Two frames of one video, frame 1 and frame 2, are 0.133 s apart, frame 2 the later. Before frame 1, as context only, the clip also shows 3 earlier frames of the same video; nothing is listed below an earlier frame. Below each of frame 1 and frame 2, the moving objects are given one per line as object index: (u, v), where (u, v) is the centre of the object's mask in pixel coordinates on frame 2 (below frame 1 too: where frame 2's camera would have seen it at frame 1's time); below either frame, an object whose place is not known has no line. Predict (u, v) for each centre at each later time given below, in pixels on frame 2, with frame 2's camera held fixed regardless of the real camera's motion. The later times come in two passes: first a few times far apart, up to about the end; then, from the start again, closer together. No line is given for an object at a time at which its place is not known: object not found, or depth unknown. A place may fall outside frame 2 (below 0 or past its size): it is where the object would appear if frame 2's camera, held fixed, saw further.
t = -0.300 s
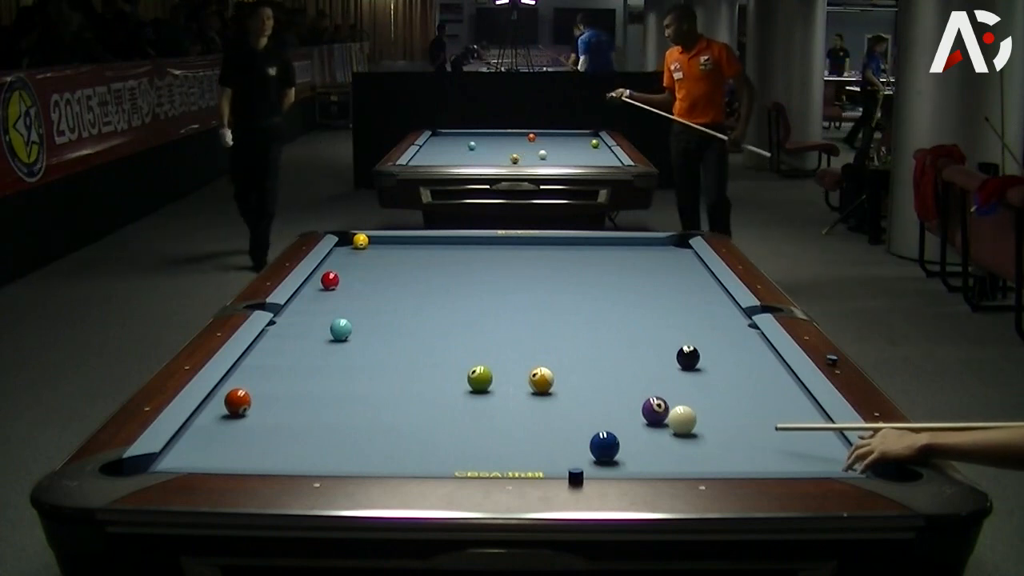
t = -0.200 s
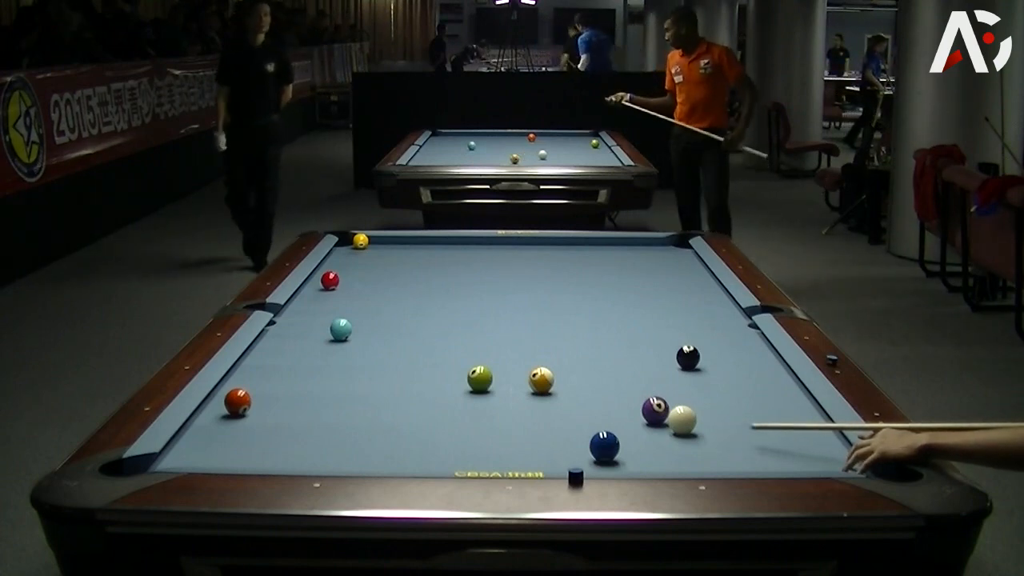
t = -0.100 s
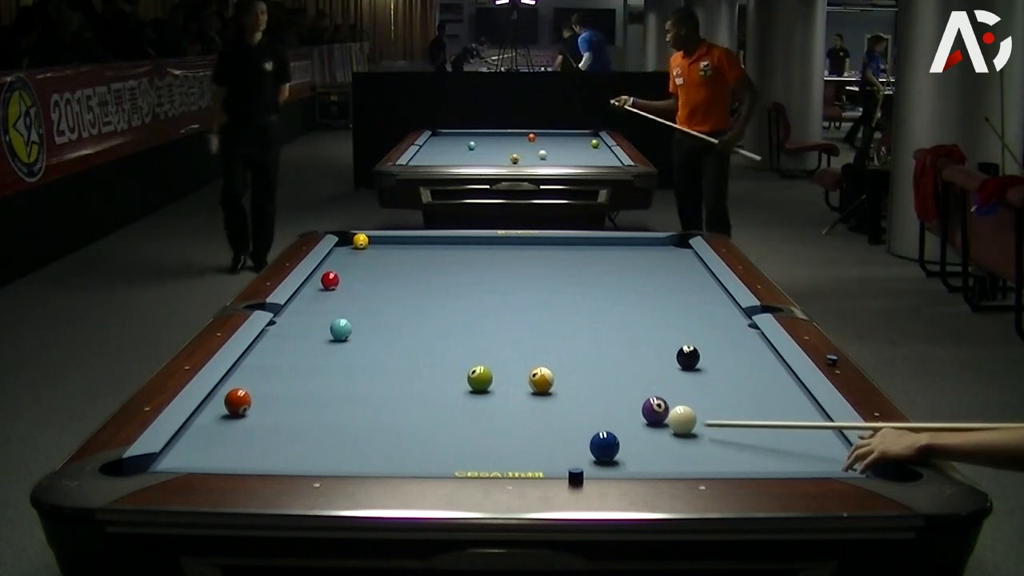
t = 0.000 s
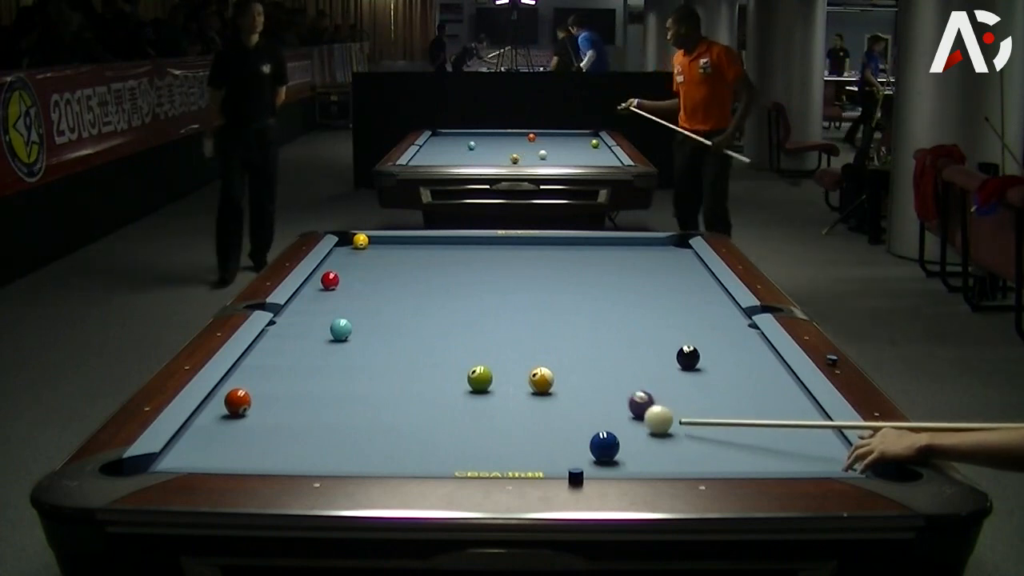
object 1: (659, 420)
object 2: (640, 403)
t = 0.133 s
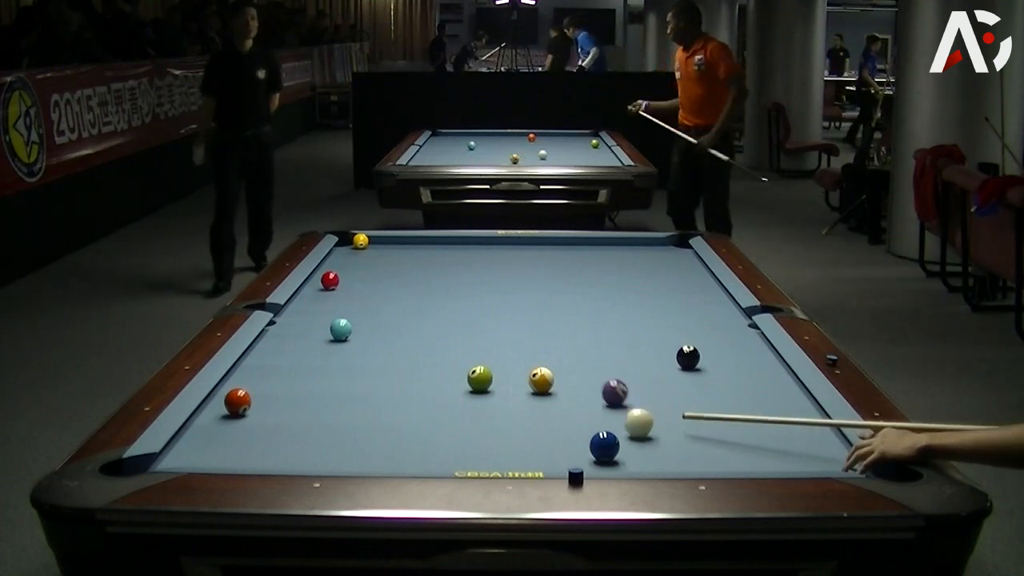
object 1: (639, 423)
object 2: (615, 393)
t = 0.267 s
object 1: (620, 425)
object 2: (592, 383)
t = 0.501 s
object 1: (585, 431)
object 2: (557, 366)
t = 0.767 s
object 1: (549, 439)
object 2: (520, 352)
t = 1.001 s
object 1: (518, 444)
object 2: (492, 340)
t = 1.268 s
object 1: (485, 450)
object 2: (463, 328)
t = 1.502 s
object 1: (457, 454)
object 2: (441, 317)
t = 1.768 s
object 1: (427, 458)
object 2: (418, 307)
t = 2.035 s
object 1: (400, 460)
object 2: (398, 298)
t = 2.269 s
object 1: (377, 462)
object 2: (382, 292)
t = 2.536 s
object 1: (360, 462)
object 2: (365, 284)
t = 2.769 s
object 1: (349, 461)
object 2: (352, 278)
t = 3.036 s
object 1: (340, 460)
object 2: (340, 271)
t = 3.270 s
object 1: (333, 459)
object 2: (329, 265)
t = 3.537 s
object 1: (329, 458)
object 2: (333, 263)
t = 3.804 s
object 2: (342, 259)
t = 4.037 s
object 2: (350, 257)
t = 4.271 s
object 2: (354, 253)
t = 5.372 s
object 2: (381, 244)
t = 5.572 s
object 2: (383, 244)
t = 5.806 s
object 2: (385, 243)
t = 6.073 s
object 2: (387, 242)
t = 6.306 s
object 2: (389, 241)
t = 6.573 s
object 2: (391, 240)
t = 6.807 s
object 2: (391, 240)
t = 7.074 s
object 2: (391, 240)
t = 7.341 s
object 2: (391, 240)
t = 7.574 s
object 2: (391, 240)
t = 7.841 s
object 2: (392, 240)
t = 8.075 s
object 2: (392, 240)
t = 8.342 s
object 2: (392, 240)
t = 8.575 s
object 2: (392, 240)
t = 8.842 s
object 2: (391, 240)
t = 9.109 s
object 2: (391, 240)
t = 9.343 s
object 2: (391, 241)
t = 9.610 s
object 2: (391, 241)
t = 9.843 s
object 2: (391, 241)
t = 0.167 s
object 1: (634, 424)
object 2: (609, 390)
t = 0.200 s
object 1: (629, 425)
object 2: (603, 388)
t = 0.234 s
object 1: (625, 425)
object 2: (598, 385)
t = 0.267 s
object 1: (620, 425)
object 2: (592, 383)
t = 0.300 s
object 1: (616, 425)
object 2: (587, 381)
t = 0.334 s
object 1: (611, 424)
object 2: (581, 379)
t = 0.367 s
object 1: (606, 424)
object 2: (576, 376)
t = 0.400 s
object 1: (600, 425)
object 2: (571, 374)
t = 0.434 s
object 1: (594, 427)
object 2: (566, 372)
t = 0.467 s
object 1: (589, 429)
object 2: (562, 369)
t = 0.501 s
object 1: (585, 431)
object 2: (557, 366)
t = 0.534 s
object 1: (581, 433)
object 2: (553, 364)
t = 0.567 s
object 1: (577, 434)
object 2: (548, 361)
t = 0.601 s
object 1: (572, 434)
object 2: (542, 359)
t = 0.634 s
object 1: (568, 435)
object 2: (537, 358)
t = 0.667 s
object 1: (563, 436)
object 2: (533, 357)
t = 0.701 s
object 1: (559, 437)
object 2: (528, 356)
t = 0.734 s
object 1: (554, 438)
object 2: (524, 354)
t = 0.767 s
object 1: (549, 439)
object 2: (520, 352)
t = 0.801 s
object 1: (545, 439)
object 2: (516, 350)
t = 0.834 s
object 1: (541, 440)
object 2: (512, 348)
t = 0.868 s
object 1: (536, 441)
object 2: (508, 346)
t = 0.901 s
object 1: (531, 442)
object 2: (504, 345)
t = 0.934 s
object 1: (527, 443)
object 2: (500, 343)
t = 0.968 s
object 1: (523, 443)
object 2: (496, 342)
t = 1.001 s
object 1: (518, 444)
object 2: (492, 340)
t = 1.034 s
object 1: (514, 445)
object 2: (488, 338)
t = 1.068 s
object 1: (510, 446)
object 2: (484, 337)
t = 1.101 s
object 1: (505, 447)
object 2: (481, 335)
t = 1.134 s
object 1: (501, 447)
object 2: (477, 333)
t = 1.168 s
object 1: (497, 448)
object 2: (473, 332)
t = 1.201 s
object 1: (493, 449)
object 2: (470, 330)
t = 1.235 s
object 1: (489, 449)
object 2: (467, 329)
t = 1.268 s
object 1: (485, 450)
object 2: (463, 328)
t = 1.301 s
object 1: (480, 451)
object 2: (460, 326)
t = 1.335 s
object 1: (476, 451)
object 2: (457, 324)
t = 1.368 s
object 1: (472, 452)
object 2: (453, 323)
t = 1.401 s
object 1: (468, 453)
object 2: (450, 322)
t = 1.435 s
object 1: (464, 453)
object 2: (447, 320)
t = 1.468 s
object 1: (461, 454)
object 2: (444, 319)
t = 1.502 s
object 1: (457, 454)
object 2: (441, 317)
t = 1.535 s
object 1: (453, 455)
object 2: (438, 316)
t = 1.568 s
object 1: (449, 455)
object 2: (435, 315)
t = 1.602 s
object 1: (445, 456)
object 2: (432, 314)
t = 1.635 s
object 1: (442, 456)
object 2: (429, 312)
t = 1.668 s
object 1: (438, 457)
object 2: (426, 311)
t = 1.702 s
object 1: (434, 457)
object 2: (423, 310)
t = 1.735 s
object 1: (431, 457)
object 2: (421, 309)
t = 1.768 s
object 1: (427, 458)
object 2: (418, 307)
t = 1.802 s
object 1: (424, 458)
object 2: (415, 306)
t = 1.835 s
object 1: (420, 458)
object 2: (413, 305)
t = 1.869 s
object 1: (416, 459)
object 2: (410, 304)
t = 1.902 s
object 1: (413, 459)
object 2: (407, 303)
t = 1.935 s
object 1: (410, 460)
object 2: (405, 302)
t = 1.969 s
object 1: (406, 460)
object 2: (402, 301)
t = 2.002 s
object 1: (403, 460)
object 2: (400, 299)
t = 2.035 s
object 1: (400, 460)
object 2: (398, 298)
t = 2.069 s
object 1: (396, 461)
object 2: (395, 298)
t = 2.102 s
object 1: (393, 461)
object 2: (393, 296)
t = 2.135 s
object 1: (390, 461)
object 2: (390, 296)
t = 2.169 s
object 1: (386, 462)
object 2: (388, 294)
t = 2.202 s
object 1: (383, 462)
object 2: (386, 293)
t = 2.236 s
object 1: (380, 462)
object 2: (384, 292)
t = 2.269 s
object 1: (377, 462)
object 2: (382, 292)
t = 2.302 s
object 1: (374, 463)
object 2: (379, 291)
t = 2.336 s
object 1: (371, 463)
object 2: (377, 290)
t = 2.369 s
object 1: (369, 462)
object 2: (375, 288)
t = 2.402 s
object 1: (367, 462)
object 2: (373, 287)
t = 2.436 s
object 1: (365, 462)
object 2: (371, 287)
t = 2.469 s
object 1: (363, 462)
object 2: (369, 286)
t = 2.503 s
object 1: (361, 462)
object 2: (367, 285)
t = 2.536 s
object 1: (360, 462)
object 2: (365, 284)
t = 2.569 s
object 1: (358, 461)
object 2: (363, 283)
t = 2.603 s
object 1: (357, 461)
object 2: (361, 282)
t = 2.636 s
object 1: (355, 461)
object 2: (359, 282)
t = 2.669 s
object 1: (354, 461)
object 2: (358, 281)
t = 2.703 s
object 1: (352, 461)
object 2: (356, 280)
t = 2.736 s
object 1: (351, 461)
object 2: (354, 279)
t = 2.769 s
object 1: (349, 461)
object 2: (352, 278)
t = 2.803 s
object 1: (348, 460)
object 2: (350, 277)
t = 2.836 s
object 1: (346, 460)
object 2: (349, 276)
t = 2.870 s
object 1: (345, 460)
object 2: (347, 276)
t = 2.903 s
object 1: (344, 460)
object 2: (346, 275)
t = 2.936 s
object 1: (343, 460)
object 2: (344, 274)
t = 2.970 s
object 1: (342, 460)
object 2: (343, 273)
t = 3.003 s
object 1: (341, 460)
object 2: (342, 272)
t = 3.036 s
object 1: (340, 460)
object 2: (340, 271)
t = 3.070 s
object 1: (338, 460)
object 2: (339, 270)
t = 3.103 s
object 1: (337, 459)
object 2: (337, 269)
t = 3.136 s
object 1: (336, 459)
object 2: (335, 268)
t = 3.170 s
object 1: (335, 459)
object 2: (334, 267)
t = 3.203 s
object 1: (335, 459)
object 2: (332, 266)
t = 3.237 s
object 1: (334, 459)
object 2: (330, 265)
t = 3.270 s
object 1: (333, 459)
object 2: (329, 265)
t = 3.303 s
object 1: (332, 459)
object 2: (327, 265)
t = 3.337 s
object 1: (332, 459)
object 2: (326, 265)
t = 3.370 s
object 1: (331, 459)
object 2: (327, 265)
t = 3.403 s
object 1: (331, 459)
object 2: (328, 264)
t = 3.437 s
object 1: (330, 459)
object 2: (330, 264)
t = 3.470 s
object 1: (329, 459)
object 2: (331, 263)
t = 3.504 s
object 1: (329, 459)
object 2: (332, 263)
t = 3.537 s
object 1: (329, 458)
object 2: (333, 263)
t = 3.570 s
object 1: (328, 459)
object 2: (334, 262)
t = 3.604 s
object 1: (328, 459)
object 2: (335, 262)
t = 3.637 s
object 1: (328, 459)
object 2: (336, 262)
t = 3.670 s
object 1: (328, 459)
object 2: (338, 261)
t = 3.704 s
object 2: (339, 261)
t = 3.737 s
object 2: (340, 260)
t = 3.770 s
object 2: (341, 260)
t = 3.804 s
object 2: (342, 259)
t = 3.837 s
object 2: (343, 259)
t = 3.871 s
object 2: (345, 259)
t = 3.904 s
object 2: (346, 258)
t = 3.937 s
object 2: (347, 258)
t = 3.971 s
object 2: (348, 257)
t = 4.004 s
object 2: (349, 257)
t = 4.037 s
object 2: (350, 257)
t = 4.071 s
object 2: (351, 256)
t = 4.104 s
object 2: (352, 256)
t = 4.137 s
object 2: (353, 255)
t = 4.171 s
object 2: (354, 255)
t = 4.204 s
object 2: (355, 255)
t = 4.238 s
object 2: (356, 254)
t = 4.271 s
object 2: (354, 253)
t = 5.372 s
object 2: (381, 244)
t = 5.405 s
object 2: (381, 245)
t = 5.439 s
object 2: (382, 244)
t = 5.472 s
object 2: (382, 244)
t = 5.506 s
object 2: (382, 244)
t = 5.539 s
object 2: (383, 244)
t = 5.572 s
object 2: (383, 244)
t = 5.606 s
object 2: (383, 243)
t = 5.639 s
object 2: (384, 243)
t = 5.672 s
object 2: (384, 243)
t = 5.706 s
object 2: (384, 243)
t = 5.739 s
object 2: (385, 243)
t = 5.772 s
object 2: (385, 243)
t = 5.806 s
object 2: (385, 243)
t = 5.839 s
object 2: (385, 243)
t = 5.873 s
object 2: (386, 242)
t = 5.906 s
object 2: (386, 242)
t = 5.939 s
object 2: (386, 242)
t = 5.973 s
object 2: (387, 242)
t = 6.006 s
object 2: (387, 242)
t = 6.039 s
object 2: (387, 242)
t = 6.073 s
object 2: (387, 242)
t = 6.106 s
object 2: (388, 242)
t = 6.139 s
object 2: (388, 242)
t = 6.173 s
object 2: (388, 241)
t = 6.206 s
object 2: (388, 242)
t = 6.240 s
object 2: (388, 241)
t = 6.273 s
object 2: (389, 241)
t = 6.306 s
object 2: (389, 241)
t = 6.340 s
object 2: (389, 241)
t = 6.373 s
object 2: (390, 241)
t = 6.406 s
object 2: (390, 241)
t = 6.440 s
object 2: (390, 241)
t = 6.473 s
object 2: (390, 241)
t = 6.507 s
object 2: (390, 241)
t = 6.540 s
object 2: (391, 241)
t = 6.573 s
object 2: (391, 240)
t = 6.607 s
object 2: (391, 240)
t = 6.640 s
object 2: (391, 240)
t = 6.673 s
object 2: (391, 240)
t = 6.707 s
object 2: (391, 240)
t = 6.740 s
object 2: (391, 240)
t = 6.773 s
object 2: (391, 240)
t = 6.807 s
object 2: (391, 240)
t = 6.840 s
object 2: (391, 240)
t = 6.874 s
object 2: (391, 240)
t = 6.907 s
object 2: (391, 240)
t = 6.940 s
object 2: (391, 240)
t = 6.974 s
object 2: (391, 240)
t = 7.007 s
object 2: (391, 240)
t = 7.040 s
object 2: (391, 240)
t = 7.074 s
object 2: (391, 240)
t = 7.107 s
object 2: (391, 240)
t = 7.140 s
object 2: (391, 240)
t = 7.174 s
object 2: (391, 240)
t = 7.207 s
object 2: (391, 240)
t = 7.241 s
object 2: (391, 240)
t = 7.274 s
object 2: (391, 240)
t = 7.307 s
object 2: (391, 240)
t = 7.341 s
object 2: (391, 240)
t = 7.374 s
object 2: (391, 240)
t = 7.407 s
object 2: (391, 240)
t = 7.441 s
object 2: (391, 240)
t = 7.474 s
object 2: (391, 240)
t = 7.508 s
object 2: (391, 240)
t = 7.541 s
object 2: (391, 240)
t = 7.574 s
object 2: (391, 240)
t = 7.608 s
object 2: (391, 240)
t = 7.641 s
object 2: (391, 240)
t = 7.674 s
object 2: (392, 240)
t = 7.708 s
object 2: (391, 240)
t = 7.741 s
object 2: (392, 240)
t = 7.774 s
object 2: (392, 240)
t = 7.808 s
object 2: (391, 240)
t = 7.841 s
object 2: (392, 240)
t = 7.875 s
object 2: (392, 240)
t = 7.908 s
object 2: (392, 240)
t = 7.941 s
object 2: (392, 240)
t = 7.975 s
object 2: (392, 240)
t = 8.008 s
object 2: (392, 240)
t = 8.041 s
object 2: (392, 240)
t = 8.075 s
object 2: (392, 240)
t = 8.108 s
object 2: (392, 240)
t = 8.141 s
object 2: (392, 240)
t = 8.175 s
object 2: (392, 240)
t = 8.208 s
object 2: (392, 240)
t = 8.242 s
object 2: (392, 240)
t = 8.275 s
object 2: (391, 240)
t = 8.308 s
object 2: (391, 240)
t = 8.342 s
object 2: (392, 240)
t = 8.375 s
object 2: (392, 240)
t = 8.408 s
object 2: (392, 240)
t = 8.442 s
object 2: (392, 240)
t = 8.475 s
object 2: (392, 240)
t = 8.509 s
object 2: (392, 240)
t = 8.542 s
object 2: (392, 240)
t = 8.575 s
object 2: (392, 240)
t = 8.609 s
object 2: (392, 240)
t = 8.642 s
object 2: (392, 240)
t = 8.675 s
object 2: (392, 240)
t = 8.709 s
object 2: (391, 240)
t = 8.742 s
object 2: (391, 240)
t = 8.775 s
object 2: (391, 240)
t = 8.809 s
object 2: (391, 240)
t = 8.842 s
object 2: (391, 240)
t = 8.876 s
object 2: (391, 240)
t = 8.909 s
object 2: (391, 240)
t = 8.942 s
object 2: (391, 240)
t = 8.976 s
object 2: (391, 240)
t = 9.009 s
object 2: (391, 240)
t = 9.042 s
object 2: (391, 240)
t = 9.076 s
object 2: (391, 240)
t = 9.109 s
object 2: (391, 240)
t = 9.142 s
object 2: (391, 240)
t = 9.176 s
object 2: (391, 240)
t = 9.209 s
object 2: (391, 241)
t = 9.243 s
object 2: (391, 241)
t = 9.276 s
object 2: (391, 241)
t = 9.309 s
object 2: (391, 241)
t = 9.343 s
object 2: (391, 241)
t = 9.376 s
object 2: (391, 241)
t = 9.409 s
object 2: (391, 241)
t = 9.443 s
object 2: (391, 241)
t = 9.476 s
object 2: (391, 241)
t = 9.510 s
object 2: (391, 241)
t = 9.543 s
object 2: (391, 241)
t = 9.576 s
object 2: (391, 241)
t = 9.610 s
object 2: (391, 241)
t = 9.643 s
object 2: (391, 241)
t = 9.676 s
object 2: (391, 241)
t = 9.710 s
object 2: (391, 241)
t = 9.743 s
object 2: (391, 241)
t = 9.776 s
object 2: (391, 241)
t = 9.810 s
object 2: (391, 241)
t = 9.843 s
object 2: (391, 241)
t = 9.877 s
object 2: (391, 241)
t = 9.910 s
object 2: (391, 241)
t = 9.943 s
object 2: (391, 241)
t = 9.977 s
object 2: (391, 241)
